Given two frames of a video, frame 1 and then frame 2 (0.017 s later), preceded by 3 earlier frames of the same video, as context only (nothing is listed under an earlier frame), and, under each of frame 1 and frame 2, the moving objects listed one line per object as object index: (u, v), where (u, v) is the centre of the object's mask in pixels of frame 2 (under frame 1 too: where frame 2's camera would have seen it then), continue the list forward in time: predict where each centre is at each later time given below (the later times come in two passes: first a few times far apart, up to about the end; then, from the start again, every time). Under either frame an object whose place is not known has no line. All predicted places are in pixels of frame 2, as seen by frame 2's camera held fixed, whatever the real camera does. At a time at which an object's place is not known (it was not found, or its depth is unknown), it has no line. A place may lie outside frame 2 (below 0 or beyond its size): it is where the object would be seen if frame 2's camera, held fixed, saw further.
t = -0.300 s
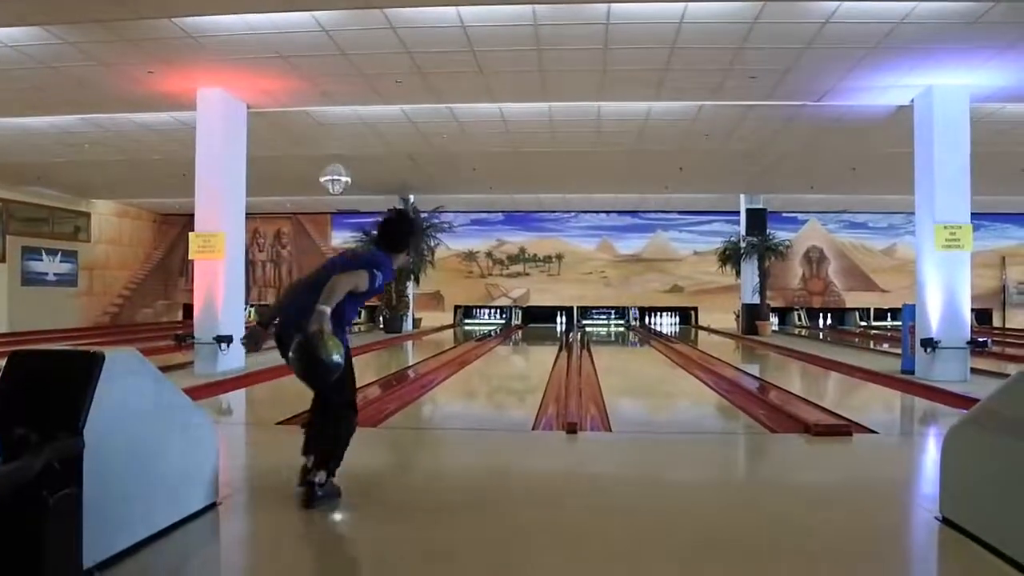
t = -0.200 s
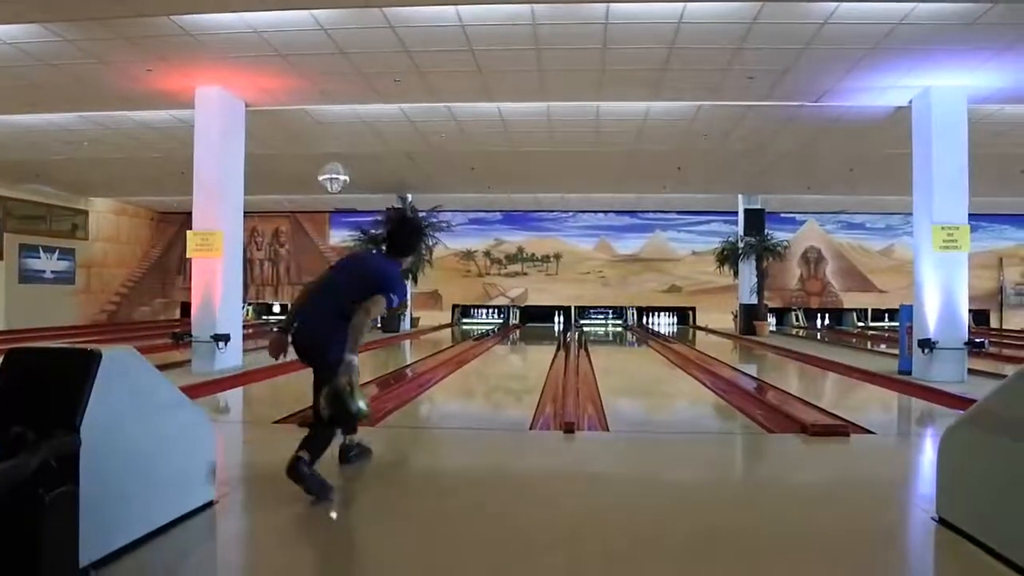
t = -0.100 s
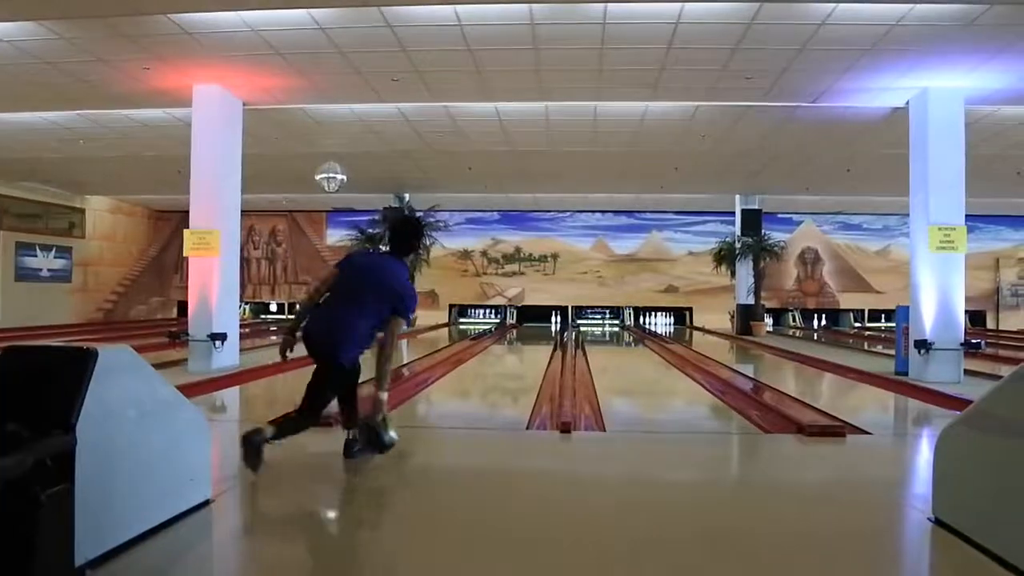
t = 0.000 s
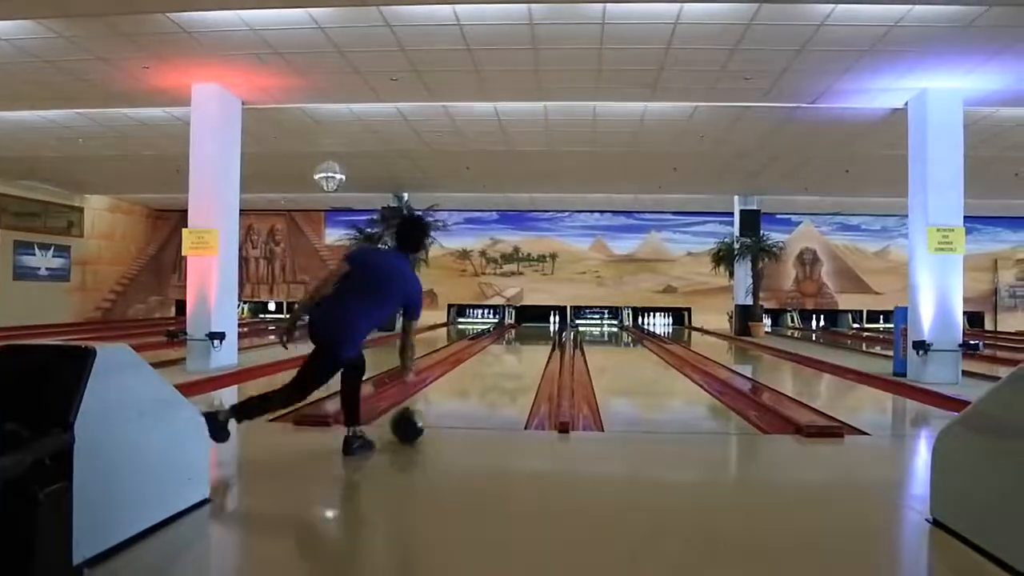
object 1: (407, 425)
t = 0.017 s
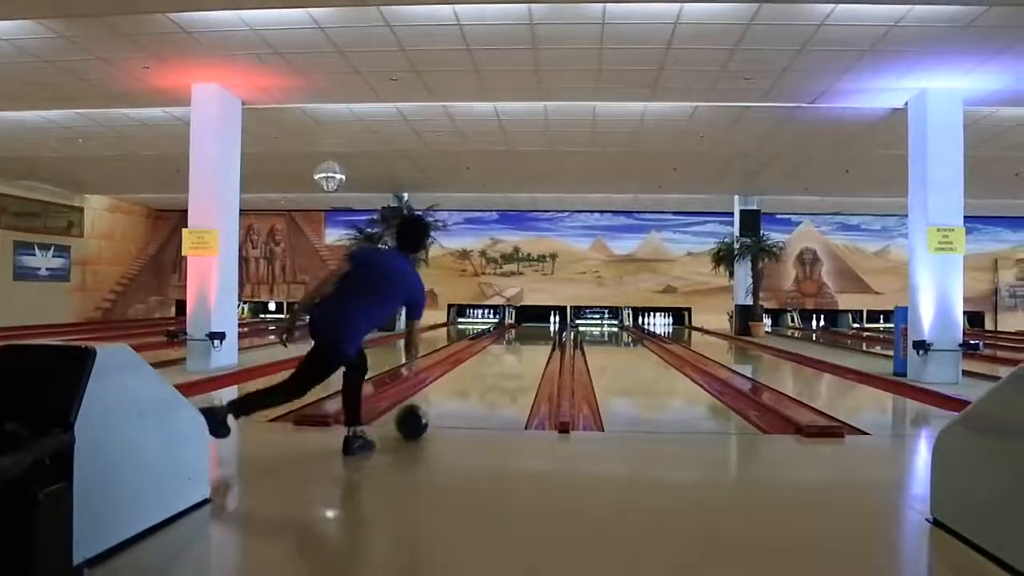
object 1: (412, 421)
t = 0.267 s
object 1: (460, 388)
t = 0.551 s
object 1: (488, 366)
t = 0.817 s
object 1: (505, 353)
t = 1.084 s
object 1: (516, 343)
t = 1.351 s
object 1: (527, 339)
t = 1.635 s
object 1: (535, 332)
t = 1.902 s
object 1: (539, 328)
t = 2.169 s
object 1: (544, 324)
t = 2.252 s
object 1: (546, 324)
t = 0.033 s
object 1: (416, 418)
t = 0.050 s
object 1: (420, 416)
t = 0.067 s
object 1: (424, 412)
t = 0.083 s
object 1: (427, 410)
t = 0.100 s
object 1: (431, 408)
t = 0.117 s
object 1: (435, 405)
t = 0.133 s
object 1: (438, 402)
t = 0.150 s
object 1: (444, 401)
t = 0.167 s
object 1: (447, 398)
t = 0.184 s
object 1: (450, 397)
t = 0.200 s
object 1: (452, 395)
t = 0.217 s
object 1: (455, 393)
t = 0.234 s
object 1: (457, 391)
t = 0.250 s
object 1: (459, 390)
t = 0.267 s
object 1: (460, 388)
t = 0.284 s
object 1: (462, 385)
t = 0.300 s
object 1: (463, 384)
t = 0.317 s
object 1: (465, 383)
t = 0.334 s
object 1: (468, 381)
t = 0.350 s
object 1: (470, 380)
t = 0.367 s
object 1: (472, 378)
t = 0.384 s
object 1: (473, 377)
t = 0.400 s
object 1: (475, 376)
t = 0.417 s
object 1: (477, 374)
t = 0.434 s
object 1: (479, 373)
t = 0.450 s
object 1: (480, 372)
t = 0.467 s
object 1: (482, 371)
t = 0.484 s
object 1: (483, 370)
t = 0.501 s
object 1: (485, 368)
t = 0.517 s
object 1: (486, 368)
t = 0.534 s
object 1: (488, 367)
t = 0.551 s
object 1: (488, 366)
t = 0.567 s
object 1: (490, 365)
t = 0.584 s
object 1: (491, 364)
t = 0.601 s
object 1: (492, 363)
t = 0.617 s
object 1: (493, 362)
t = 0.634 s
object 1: (495, 361)
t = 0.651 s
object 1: (496, 360)
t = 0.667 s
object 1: (497, 359)
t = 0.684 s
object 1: (498, 358)
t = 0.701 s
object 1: (499, 358)
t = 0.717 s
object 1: (500, 357)
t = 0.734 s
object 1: (501, 356)
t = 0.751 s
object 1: (502, 355)
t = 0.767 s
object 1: (503, 355)
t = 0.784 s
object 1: (504, 354)
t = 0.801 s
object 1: (504, 353)
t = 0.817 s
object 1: (505, 353)
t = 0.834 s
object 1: (506, 352)
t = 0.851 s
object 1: (507, 351)
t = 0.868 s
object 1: (509, 350)
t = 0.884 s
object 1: (509, 350)
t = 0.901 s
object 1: (510, 349)
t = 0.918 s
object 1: (511, 349)
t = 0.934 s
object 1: (511, 349)
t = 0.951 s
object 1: (512, 348)
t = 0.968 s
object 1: (513, 346)
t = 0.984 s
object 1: (513, 346)
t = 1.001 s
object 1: (514, 345)
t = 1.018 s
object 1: (515, 345)
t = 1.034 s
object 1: (514, 345)
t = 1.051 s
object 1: (516, 344)
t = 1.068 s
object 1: (515, 345)
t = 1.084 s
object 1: (516, 343)
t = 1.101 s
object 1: (517, 342)
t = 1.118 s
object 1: (518, 342)
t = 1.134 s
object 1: (519, 342)
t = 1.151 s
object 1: (520, 342)
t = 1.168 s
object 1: (522, 341)
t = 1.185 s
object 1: (522, 341)
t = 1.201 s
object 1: (523, 341)
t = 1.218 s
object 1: (524, 340)
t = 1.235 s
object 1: (525, 339)
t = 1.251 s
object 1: (525, 339)
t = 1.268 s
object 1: (525, 339)
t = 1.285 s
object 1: (525, 339)
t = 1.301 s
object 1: (527, 338)
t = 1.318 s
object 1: (527, 338)
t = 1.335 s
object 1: (526, 339)
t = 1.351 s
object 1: (527, 339)
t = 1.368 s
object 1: (527, 337)
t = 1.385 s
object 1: (527, 337)
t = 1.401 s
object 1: (528, 336)
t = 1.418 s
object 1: (528, 336)
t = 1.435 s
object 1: (528, 337)
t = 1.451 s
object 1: (531, 335)
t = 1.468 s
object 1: (531, 334)
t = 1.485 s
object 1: (532, 335)
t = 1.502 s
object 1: (533, 334)
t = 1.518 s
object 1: (532, 333)
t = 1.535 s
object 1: (533, 333)
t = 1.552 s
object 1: (535, 332)
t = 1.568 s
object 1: (534, 332)
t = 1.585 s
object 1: (535, 332)
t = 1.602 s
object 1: (534, 332)
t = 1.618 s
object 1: (535, 332)
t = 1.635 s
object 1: (535, 332)
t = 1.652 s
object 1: (535, 332)
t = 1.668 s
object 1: (536, 332)
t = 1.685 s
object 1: (536, 332)
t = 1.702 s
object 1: (536, 332)
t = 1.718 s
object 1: (537, 331)
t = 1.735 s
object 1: (537, 331)
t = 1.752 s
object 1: (537, 331)
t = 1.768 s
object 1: (539, 330)
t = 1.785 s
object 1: (539, 330)
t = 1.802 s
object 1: (539, 330)
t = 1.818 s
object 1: (539, 330)
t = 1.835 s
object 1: (539, 329)
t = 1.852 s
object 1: (539, 329)
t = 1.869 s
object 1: (539, 329)
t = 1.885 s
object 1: (539, 329)
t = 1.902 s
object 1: (539, 328)
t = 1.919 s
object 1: (540, 328)
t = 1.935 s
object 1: (540, 328)
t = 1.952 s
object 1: (540, 328)
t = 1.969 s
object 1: (540, 327)
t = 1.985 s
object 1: (541, 327)
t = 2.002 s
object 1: (541, 327)
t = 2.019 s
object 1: (541, 327)
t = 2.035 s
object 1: (542, 325)
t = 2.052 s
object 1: (542, 325)
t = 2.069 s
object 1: (543, 325)
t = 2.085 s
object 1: (543, 325)
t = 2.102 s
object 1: (545, 326)
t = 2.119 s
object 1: (544, 325)
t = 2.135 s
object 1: (544, 324)
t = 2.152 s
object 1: (544, 324)
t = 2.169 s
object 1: (544, 324)
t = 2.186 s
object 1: (545, 324)
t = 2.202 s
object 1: (545, 324)
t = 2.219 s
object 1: (545, 324)
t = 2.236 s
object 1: (545, 324)
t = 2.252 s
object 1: (546, 324)
